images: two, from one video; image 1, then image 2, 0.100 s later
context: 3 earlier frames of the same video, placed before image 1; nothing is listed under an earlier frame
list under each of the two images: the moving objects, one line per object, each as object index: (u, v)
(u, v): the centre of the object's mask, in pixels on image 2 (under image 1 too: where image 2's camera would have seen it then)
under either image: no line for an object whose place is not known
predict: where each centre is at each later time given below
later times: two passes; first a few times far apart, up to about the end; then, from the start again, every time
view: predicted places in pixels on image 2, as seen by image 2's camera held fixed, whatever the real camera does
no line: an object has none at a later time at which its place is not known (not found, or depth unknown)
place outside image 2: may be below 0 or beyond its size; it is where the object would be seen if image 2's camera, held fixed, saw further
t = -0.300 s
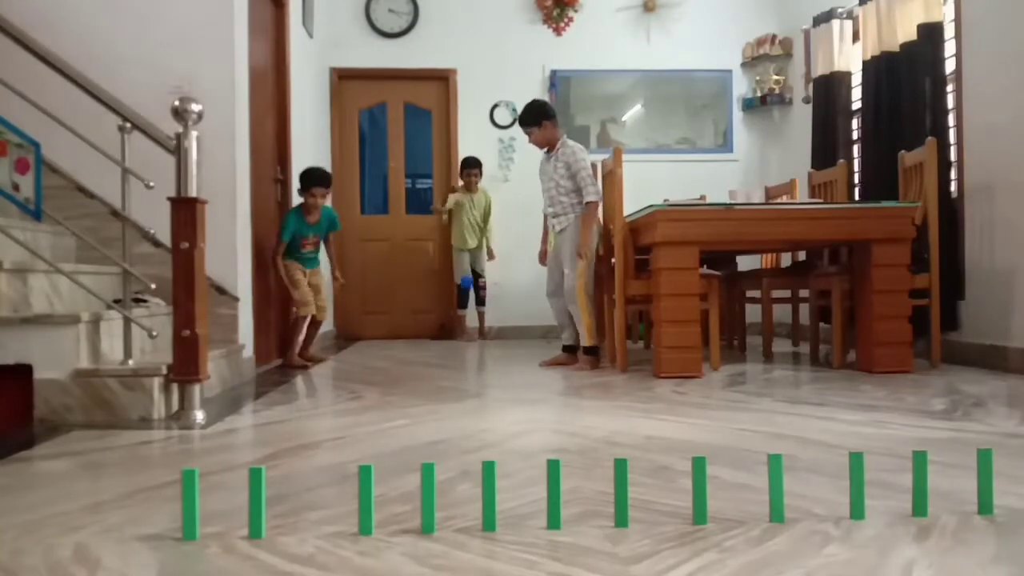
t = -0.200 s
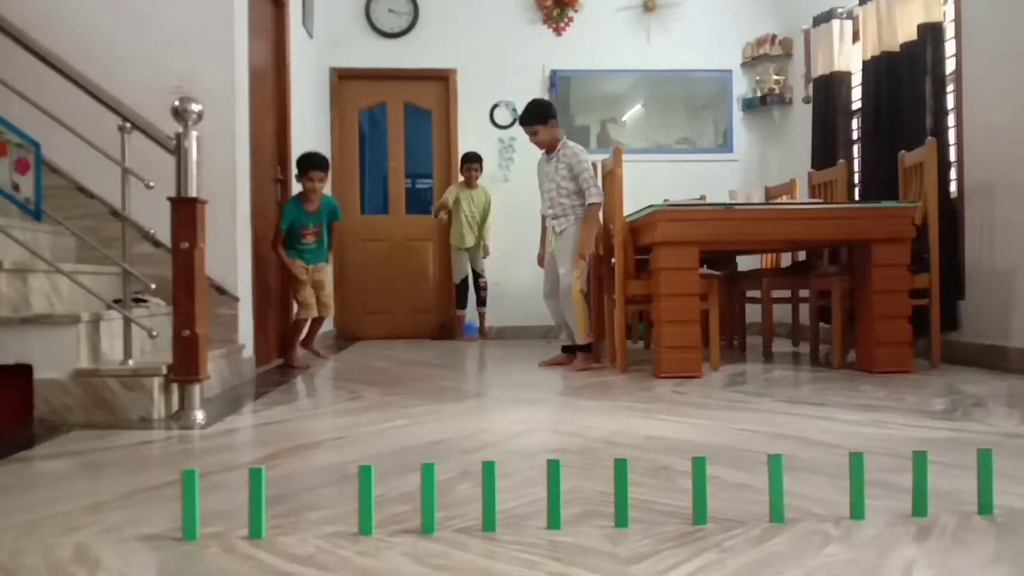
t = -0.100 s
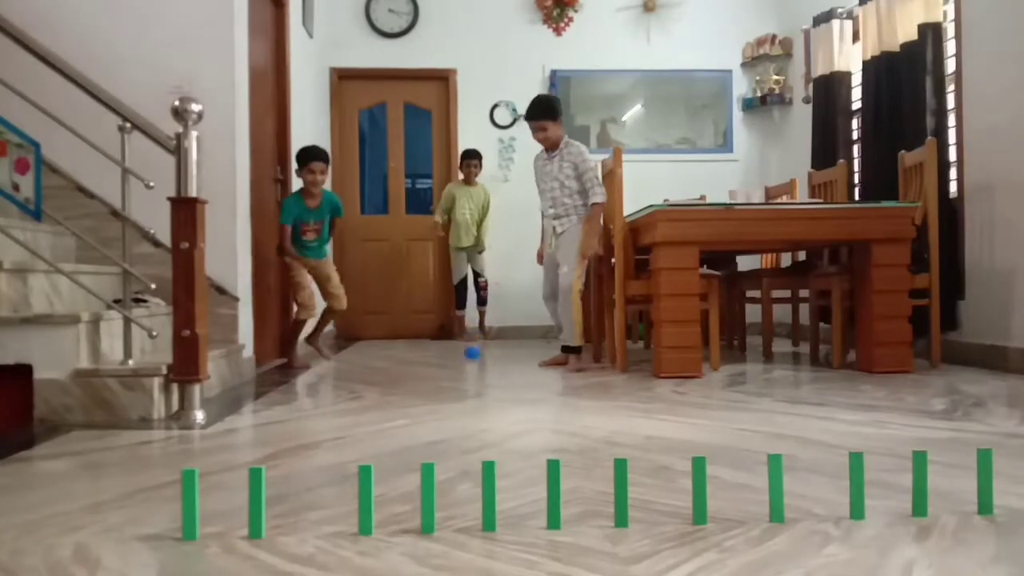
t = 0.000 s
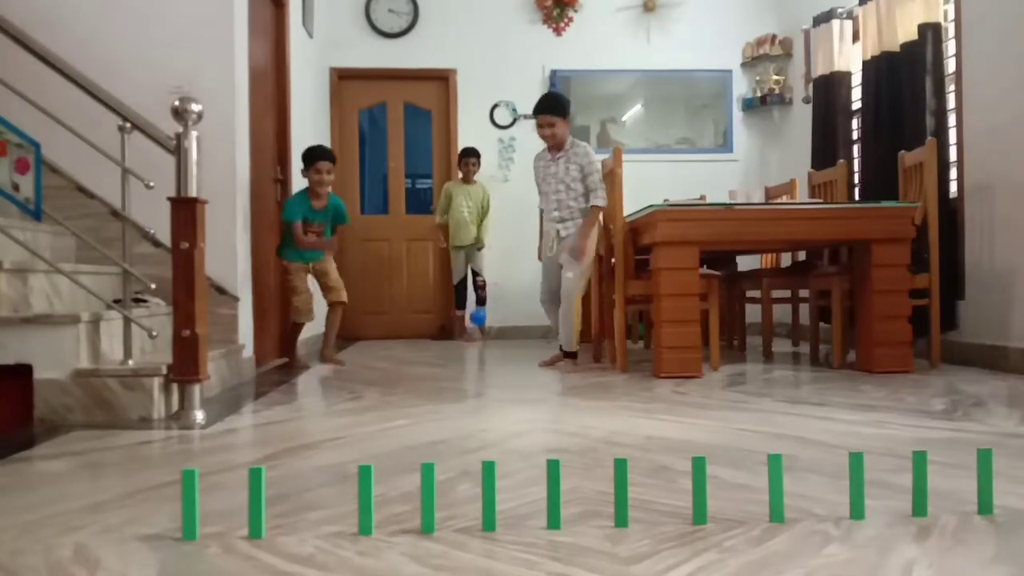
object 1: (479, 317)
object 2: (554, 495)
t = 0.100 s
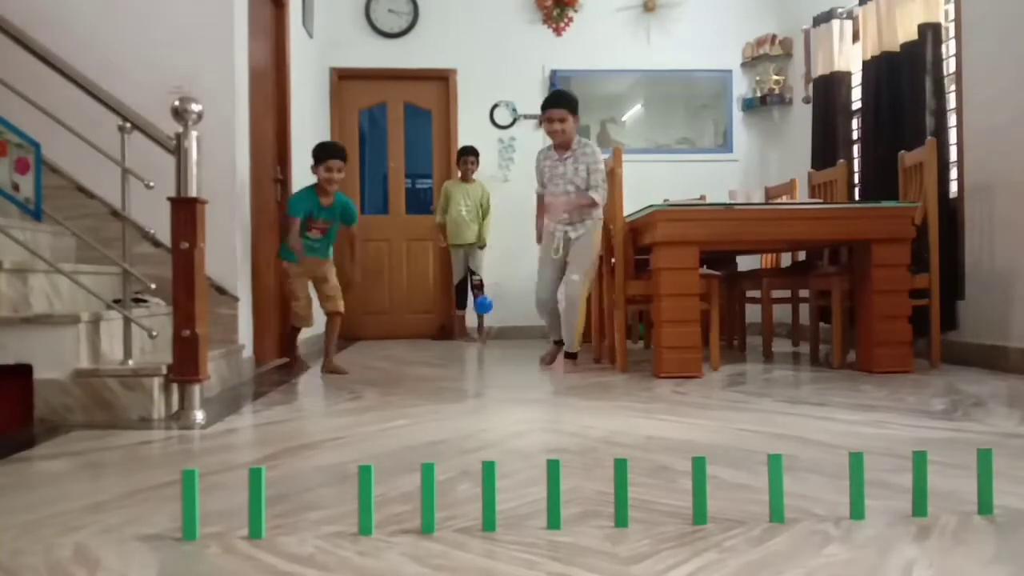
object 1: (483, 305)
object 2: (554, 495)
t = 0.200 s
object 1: (491, 318)
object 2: (554, 495)
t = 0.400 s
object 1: (505, 380)
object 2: (554, 495)
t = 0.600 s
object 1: (511, 357)
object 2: (554, 495)
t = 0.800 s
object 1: (522, 417)
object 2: (554, 495)
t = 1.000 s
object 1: (544, 436)
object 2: (554, 495)
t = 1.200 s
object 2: (546, 500)
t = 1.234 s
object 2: (552, 520)
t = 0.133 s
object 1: (485, 307)
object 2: (554, 495)
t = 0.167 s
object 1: (488, 311)
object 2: (554, 495)
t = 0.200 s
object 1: (491, 318)
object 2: (554, 495)
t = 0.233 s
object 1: (494, 330)
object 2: (554, 495)
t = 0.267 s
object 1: (497, 343)
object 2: (554, 495)
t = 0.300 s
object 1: (499, 362)
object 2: (554, 495)
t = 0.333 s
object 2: (554, 495)
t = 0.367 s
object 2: (554, 495)
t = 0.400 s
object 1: (505, 380)
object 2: (554, 495)
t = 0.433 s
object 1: (506, 367)
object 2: (554, 495)
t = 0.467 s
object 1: (507, 358)
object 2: (554, 495)
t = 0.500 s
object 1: (508, 353)
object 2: (554, 495)
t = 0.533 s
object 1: (509, 351)
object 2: (554, 495)
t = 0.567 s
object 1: (510, 351)
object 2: (554, 495)
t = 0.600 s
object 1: (511, 357)
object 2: (554, 495)
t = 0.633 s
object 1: (512, 367)
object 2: (554, 495)
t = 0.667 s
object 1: (514, 381)
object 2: (554, 495)
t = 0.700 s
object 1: (515, 399)
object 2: (554, 495)
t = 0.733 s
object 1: (517, 426)
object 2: (554, 495)
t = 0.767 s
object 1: (519, 431)
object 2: (554, 495)
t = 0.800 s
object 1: (522, 417)
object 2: (554, 495)
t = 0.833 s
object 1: (525, 408)
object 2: (554, 495)
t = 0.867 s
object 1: (528, 403)
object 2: (554, 495)
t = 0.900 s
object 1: (531, 403)
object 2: (554, 495)
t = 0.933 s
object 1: (535, 407)
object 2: (554, 495)
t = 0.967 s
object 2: (554, 495)
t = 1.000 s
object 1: (544, 436)
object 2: (554, 495)
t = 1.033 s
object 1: (547, 456)
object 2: (554, 495)
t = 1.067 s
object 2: (554, 495)
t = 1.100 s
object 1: (564, 472)
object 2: (554, 494)
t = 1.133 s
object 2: (554, 494)
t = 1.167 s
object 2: (552, 497)
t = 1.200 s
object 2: (546, 500)
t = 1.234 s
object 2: (552, 520)
